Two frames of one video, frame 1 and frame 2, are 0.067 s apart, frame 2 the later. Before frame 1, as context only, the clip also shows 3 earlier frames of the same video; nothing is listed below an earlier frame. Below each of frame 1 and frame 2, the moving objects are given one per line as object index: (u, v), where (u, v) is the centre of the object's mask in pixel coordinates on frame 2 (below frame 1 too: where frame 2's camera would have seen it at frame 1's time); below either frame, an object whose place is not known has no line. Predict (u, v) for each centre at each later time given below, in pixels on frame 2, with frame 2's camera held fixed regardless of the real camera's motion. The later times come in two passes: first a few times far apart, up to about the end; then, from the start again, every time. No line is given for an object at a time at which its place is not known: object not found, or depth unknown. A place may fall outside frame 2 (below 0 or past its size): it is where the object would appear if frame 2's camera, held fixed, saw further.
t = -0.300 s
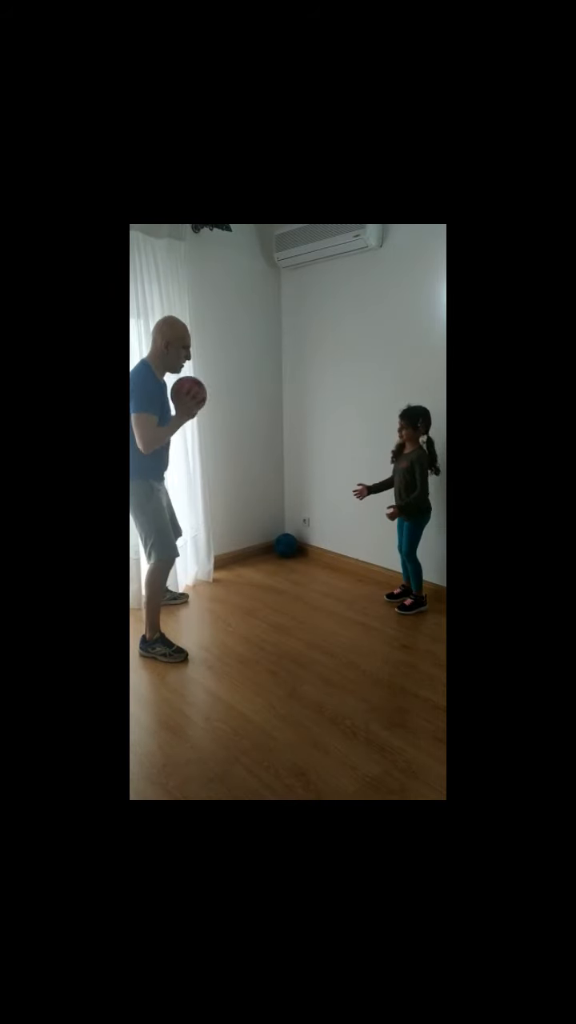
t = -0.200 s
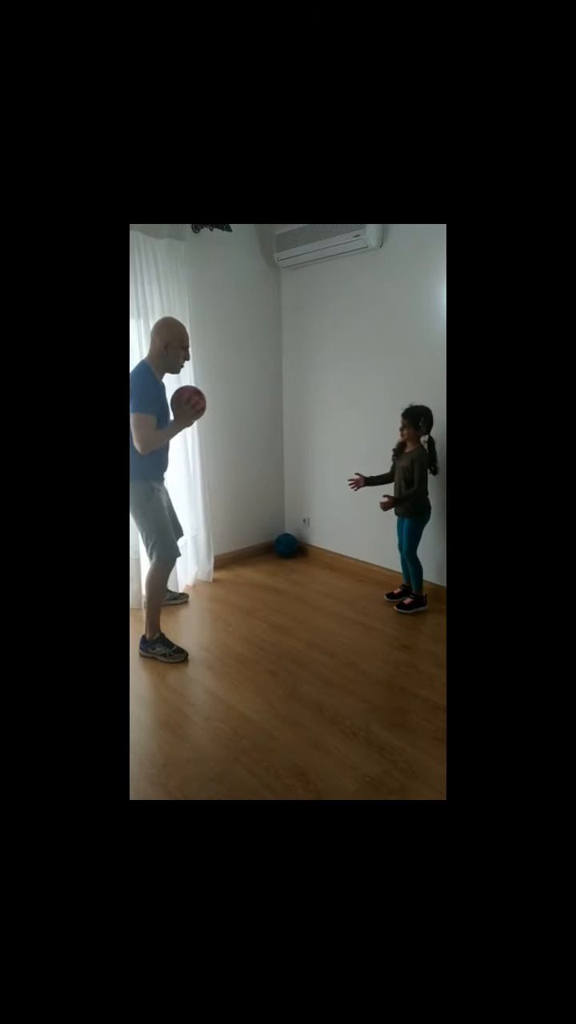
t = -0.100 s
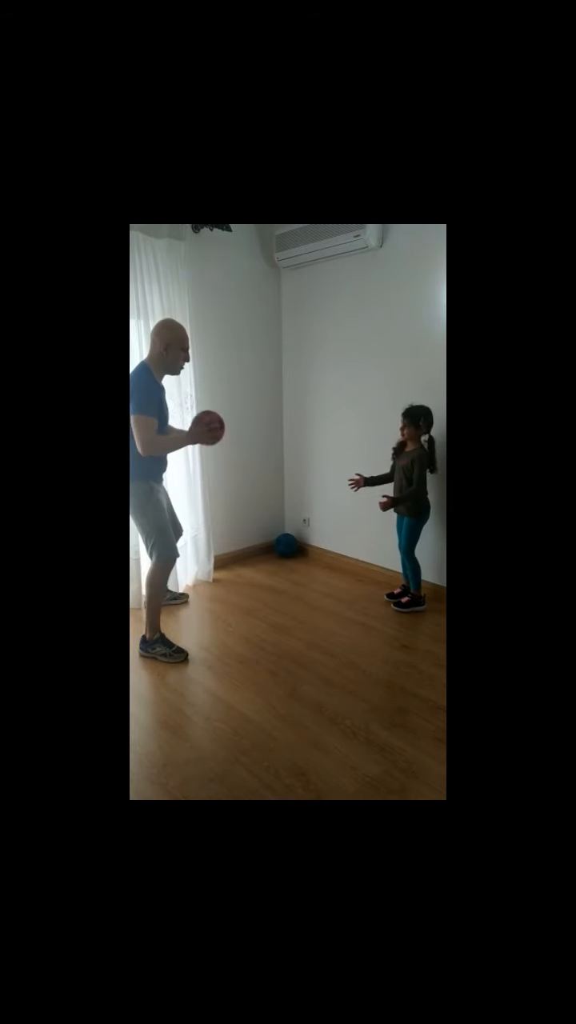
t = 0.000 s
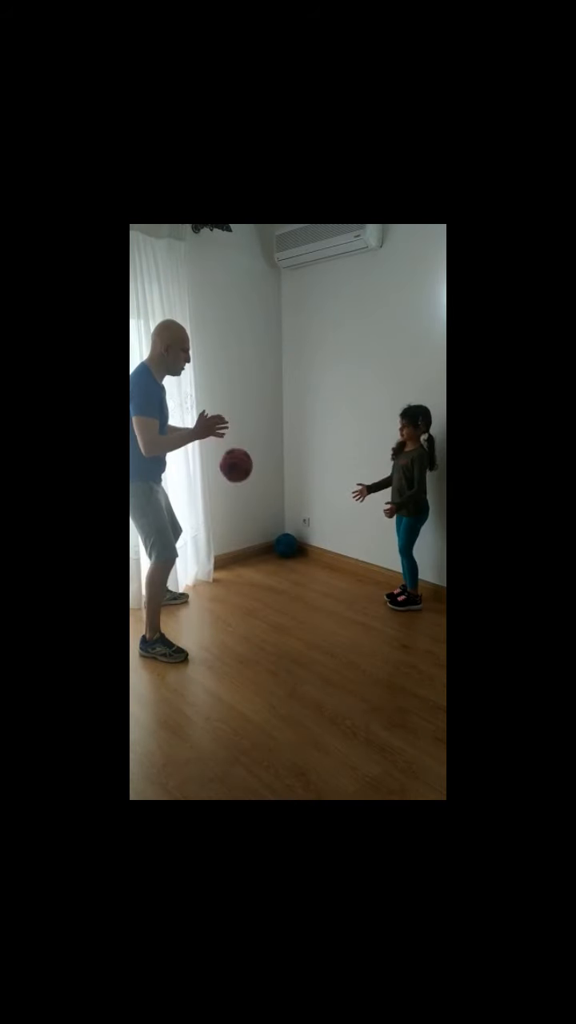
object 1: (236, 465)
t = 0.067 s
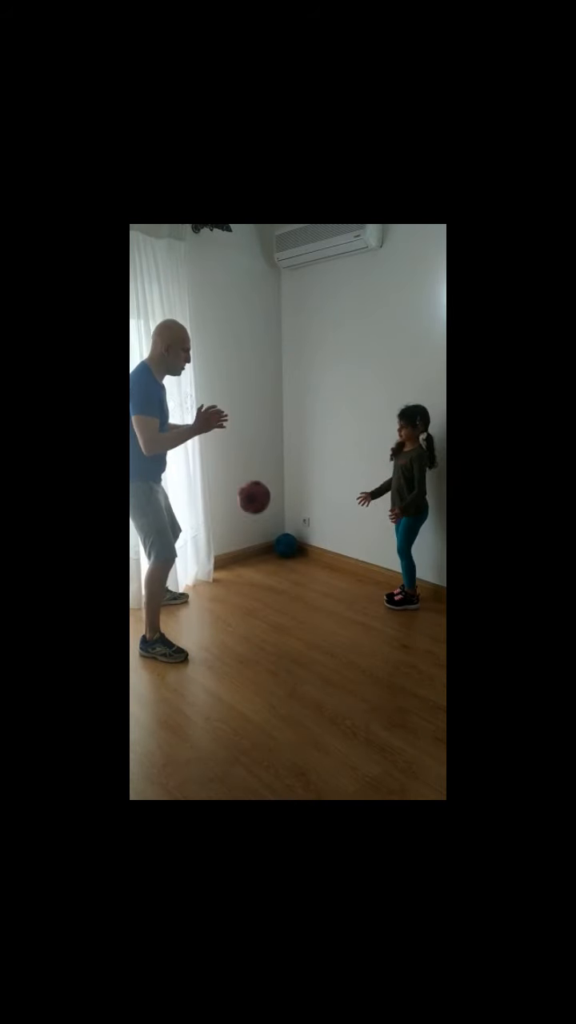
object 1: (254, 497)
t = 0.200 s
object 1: (287, 575)
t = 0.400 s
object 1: (324, 542)
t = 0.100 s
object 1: (262, 515)
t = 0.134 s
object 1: (271, 534)
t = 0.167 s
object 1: (278, 554)
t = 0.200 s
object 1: (287, 575)
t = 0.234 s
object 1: (296, 599)
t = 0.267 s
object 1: (301, 597)
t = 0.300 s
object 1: (307, 581)
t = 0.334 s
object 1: (312, 566)
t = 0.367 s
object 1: (318, 553)
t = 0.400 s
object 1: (324, 542)
